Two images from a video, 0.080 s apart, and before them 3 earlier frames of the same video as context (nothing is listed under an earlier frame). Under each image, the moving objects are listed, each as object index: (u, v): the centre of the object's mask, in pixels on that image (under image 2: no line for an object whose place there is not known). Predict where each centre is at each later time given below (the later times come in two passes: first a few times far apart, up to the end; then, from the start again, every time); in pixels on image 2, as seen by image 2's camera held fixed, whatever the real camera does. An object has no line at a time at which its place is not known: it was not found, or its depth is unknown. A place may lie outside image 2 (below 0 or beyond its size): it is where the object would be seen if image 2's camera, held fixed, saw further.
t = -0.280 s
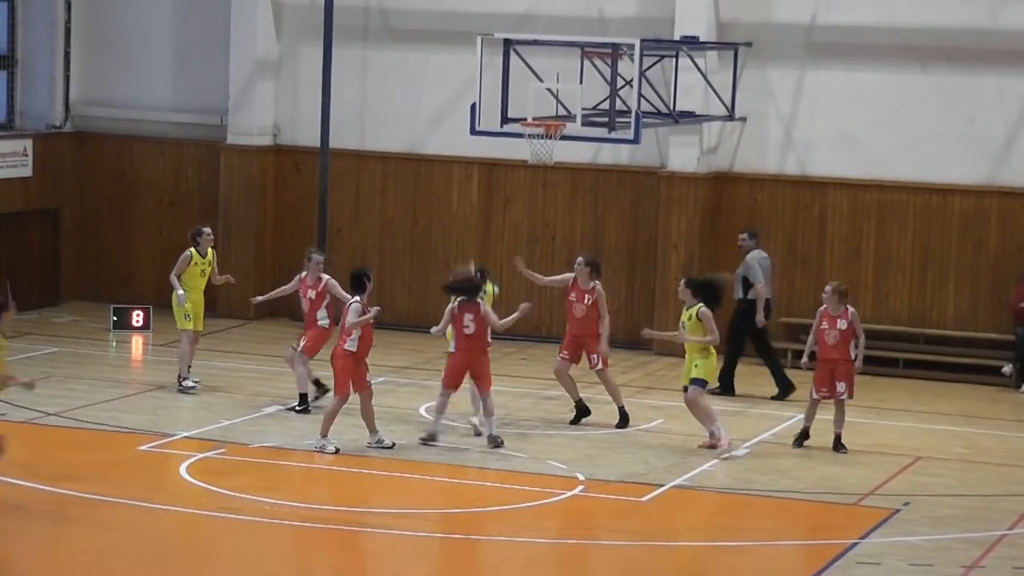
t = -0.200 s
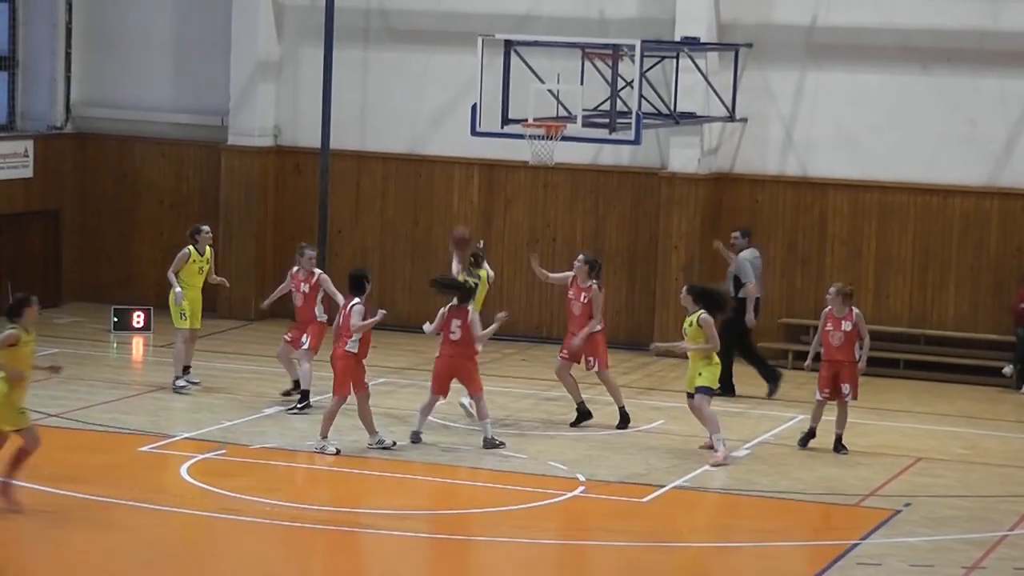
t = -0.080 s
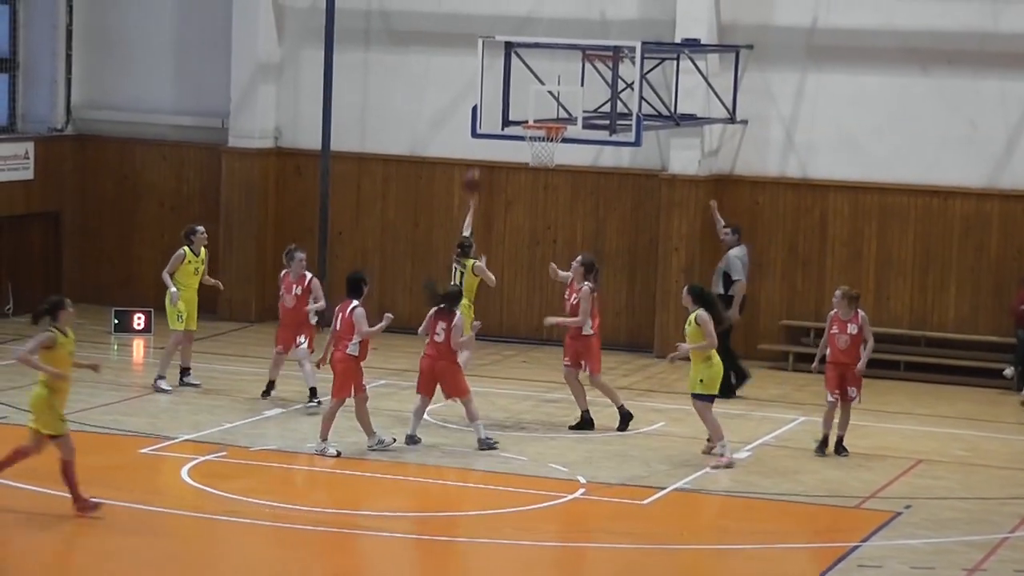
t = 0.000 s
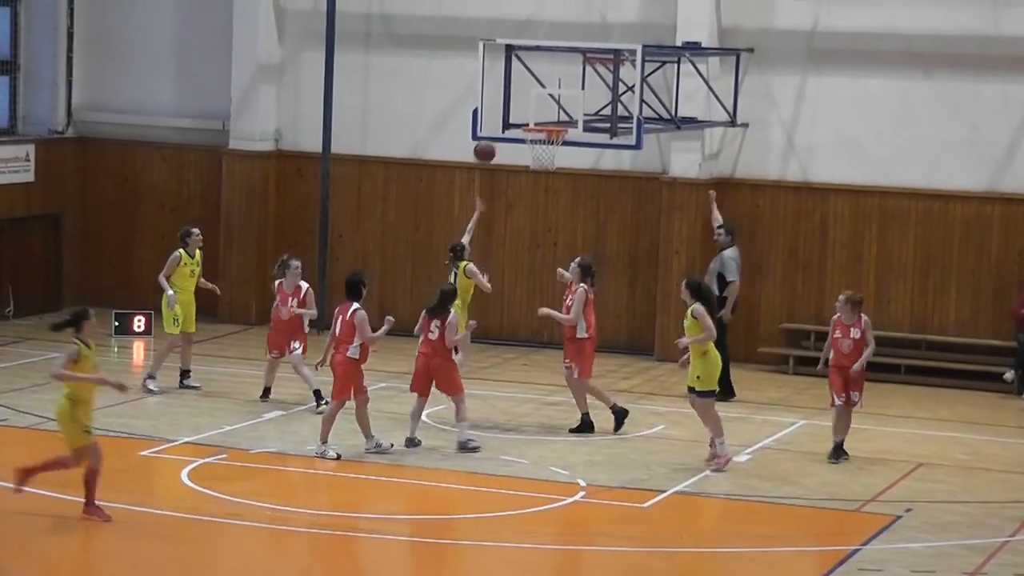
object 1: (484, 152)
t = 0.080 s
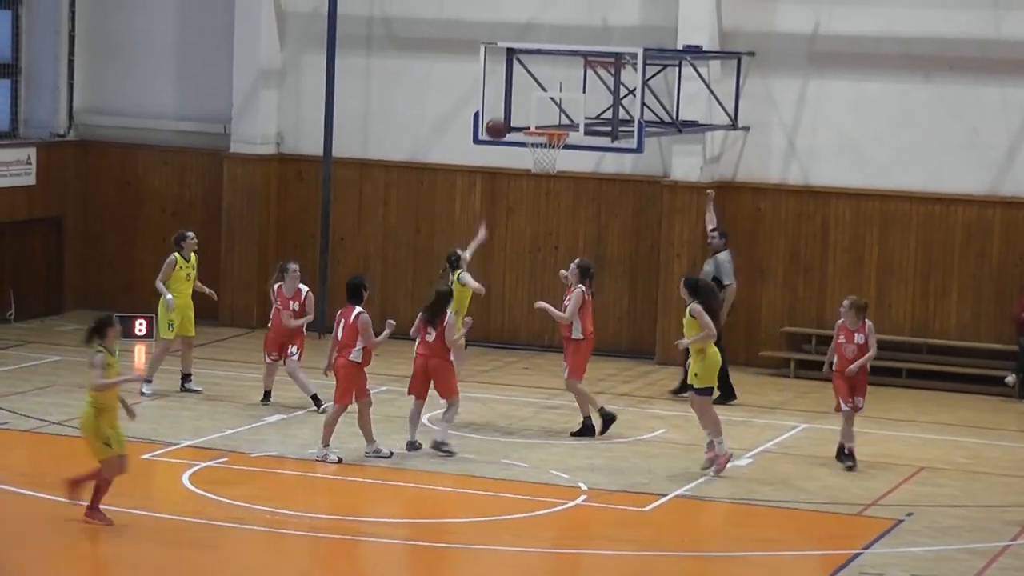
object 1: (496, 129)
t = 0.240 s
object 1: (516, 95)
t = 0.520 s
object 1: (541, 92)
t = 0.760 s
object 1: (539, 145)
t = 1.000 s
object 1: (545, 162)
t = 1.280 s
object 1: (549, 227)
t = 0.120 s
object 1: (501, 118)
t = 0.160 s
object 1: (506, 109)
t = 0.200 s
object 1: (511, 101)
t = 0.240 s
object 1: (516, 95)
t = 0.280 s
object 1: (521, 90)
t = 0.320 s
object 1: (526, 86)
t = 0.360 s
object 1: (530, 85)
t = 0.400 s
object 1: (535, 85)
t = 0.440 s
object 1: (539, 86)
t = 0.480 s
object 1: (541, 88)
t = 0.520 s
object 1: (541, 92)
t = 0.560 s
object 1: (540, 97)
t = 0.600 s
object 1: (541, 104)
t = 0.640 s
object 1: (540, 112)
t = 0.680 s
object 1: (540, 121)
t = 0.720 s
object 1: (539, 133)
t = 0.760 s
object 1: (539, 145)
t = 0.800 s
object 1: (540, 150)
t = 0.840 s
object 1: (540, 151)
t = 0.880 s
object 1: (541, 153)
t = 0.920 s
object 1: (542, 155)
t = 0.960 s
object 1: (544, 159)
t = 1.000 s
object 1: (545, 162)
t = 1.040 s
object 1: (546, 165)
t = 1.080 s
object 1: (547, 169)
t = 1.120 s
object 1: (547, 180)
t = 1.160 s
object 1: (548, 189)
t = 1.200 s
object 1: (549, 201)
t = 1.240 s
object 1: (549, 213)
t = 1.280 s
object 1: (549, 227)
